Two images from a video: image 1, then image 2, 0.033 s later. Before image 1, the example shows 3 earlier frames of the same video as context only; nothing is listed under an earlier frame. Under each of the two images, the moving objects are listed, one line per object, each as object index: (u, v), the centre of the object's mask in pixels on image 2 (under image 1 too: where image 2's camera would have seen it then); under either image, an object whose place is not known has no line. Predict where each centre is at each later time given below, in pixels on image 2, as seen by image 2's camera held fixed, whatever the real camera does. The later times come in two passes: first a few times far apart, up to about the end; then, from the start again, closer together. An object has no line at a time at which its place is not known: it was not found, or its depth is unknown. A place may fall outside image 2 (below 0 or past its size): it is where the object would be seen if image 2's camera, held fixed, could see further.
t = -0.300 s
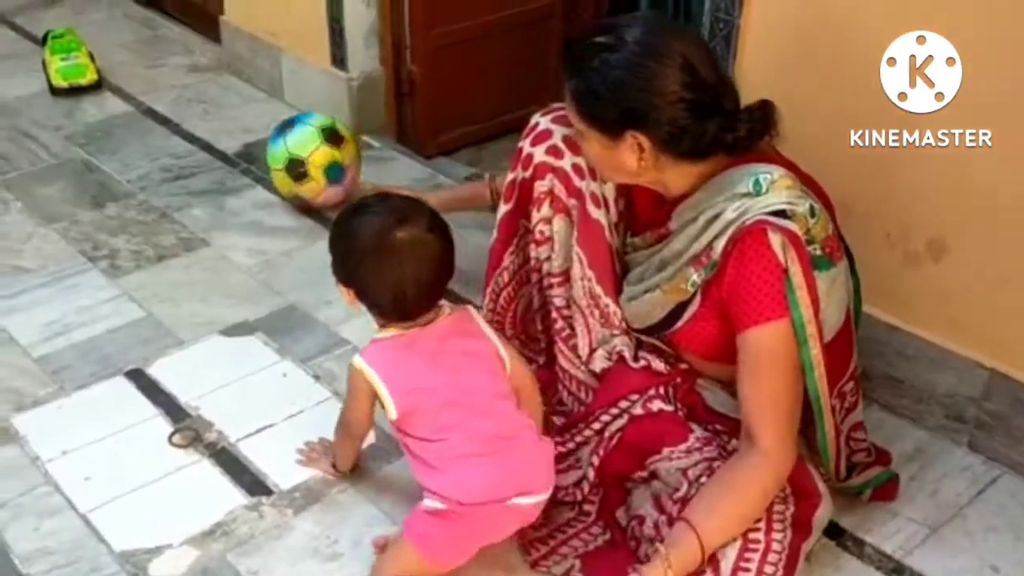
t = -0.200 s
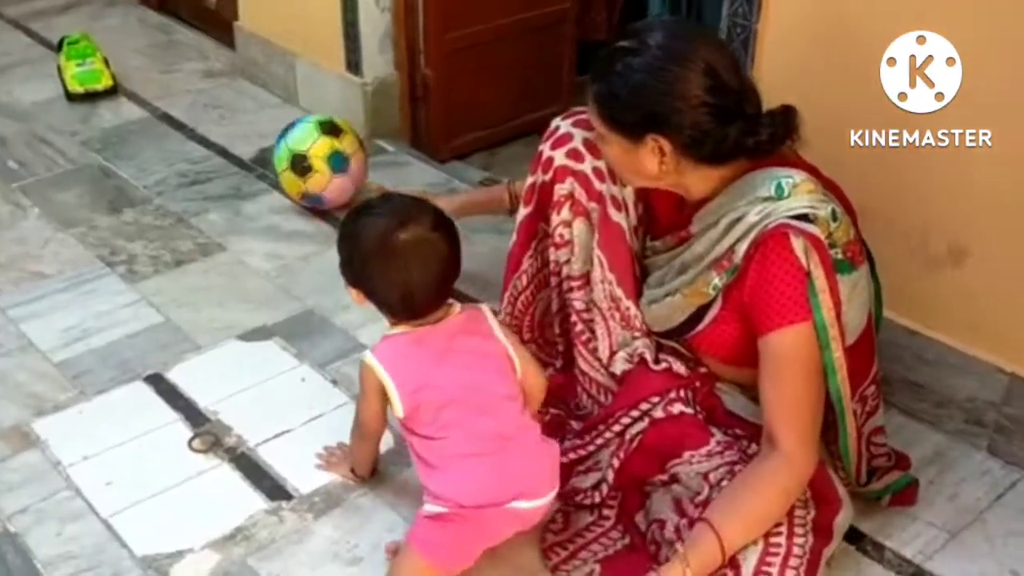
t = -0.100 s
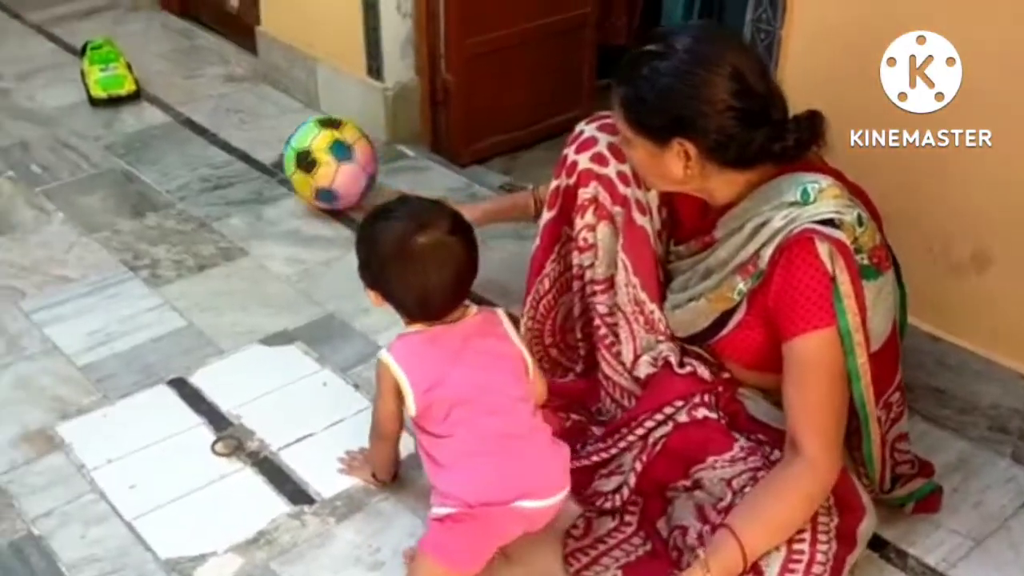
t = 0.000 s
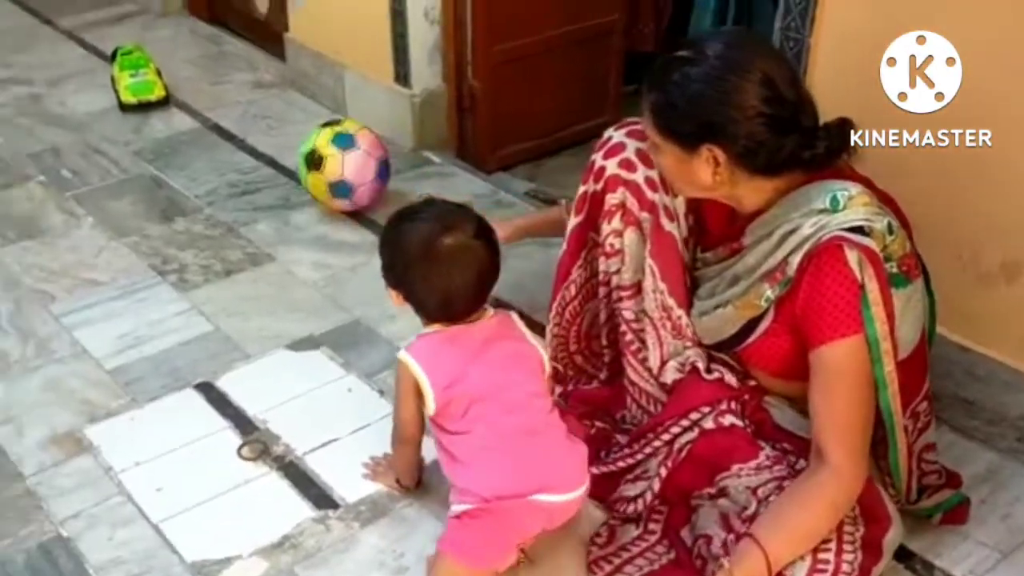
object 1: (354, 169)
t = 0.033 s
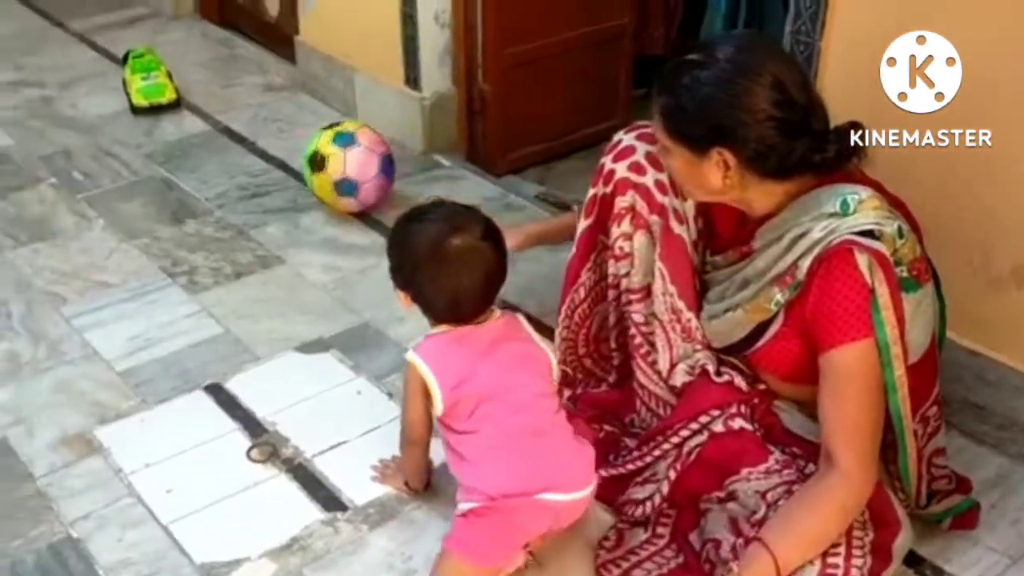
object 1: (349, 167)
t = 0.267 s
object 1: (310, 155)
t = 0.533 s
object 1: (266, 143)
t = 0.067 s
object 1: (344, 166)
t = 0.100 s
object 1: (339, 164)
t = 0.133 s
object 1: (333, 162)
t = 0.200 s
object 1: (322, 159)
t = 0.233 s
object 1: (316, 157)
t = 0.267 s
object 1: (310, 155)
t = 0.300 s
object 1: (304, 152)
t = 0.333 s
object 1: (297, 150)
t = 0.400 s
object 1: (286, 148)
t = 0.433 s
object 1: (280, 146)
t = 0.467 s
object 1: (276, 146)
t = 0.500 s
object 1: (271, 145)
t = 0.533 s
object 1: (266, 143)
